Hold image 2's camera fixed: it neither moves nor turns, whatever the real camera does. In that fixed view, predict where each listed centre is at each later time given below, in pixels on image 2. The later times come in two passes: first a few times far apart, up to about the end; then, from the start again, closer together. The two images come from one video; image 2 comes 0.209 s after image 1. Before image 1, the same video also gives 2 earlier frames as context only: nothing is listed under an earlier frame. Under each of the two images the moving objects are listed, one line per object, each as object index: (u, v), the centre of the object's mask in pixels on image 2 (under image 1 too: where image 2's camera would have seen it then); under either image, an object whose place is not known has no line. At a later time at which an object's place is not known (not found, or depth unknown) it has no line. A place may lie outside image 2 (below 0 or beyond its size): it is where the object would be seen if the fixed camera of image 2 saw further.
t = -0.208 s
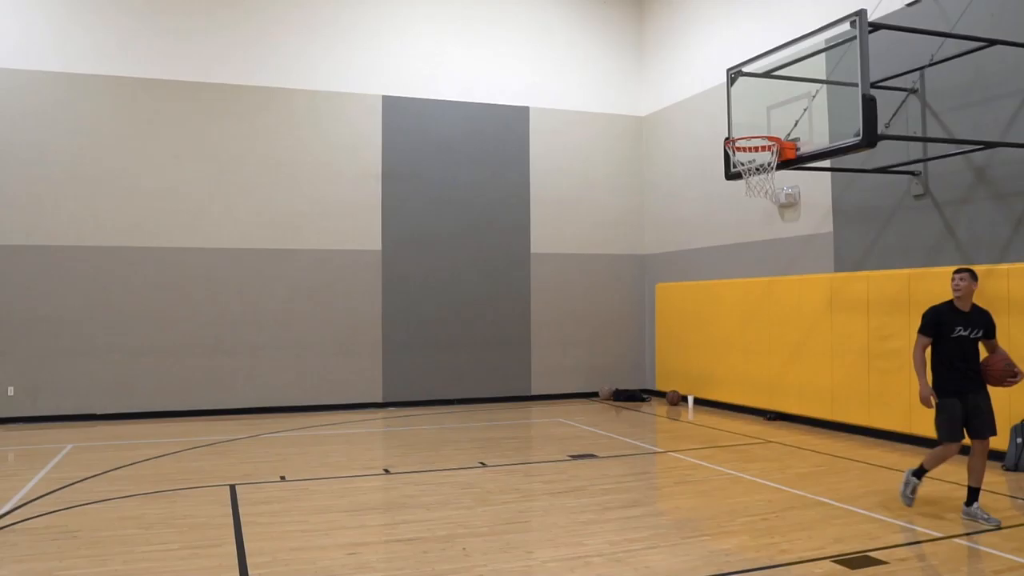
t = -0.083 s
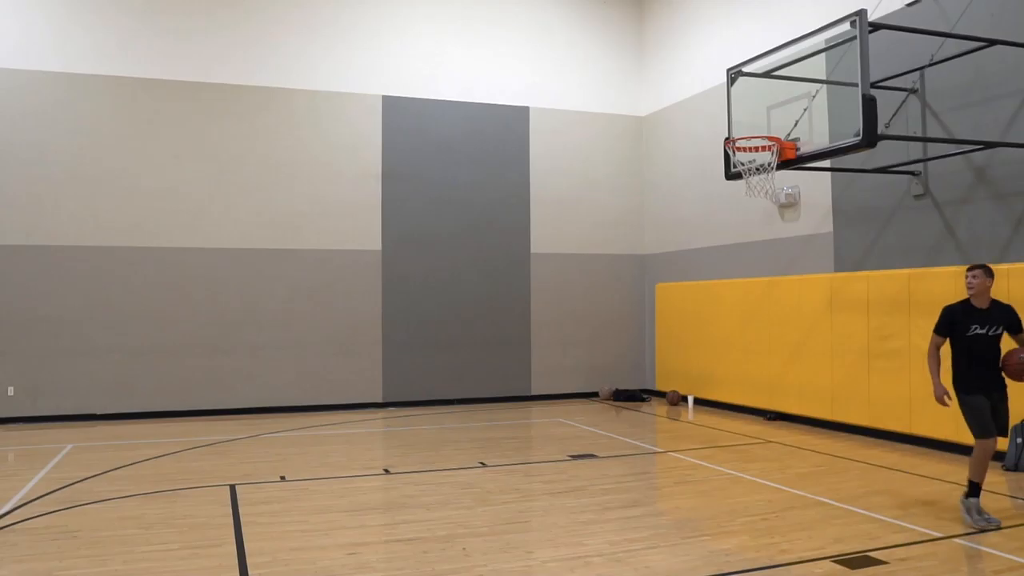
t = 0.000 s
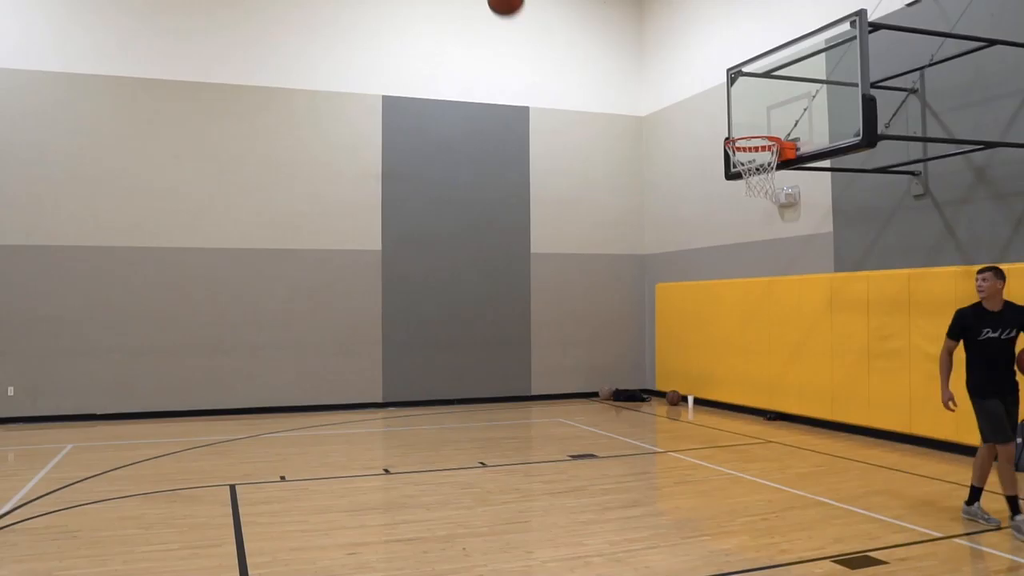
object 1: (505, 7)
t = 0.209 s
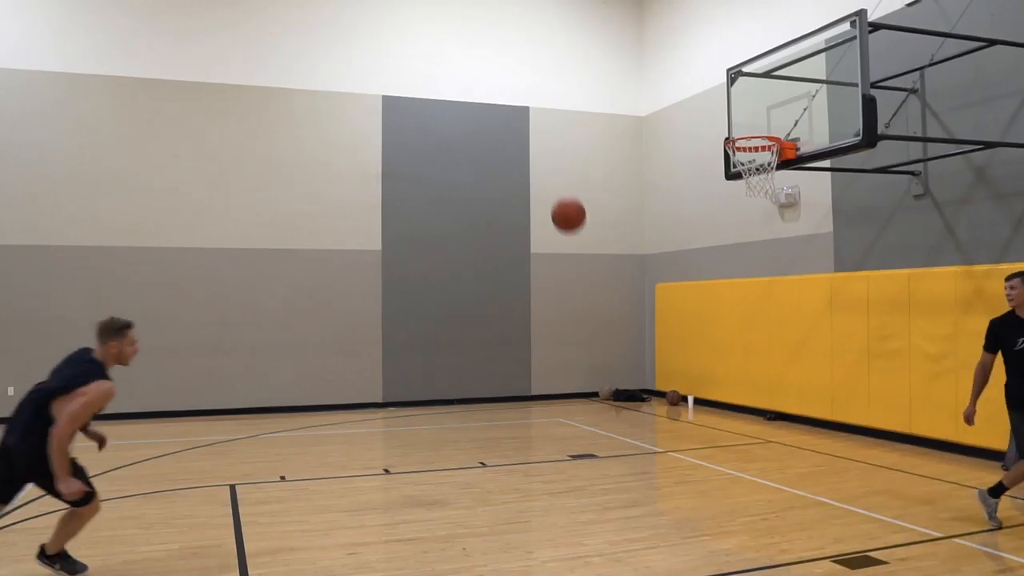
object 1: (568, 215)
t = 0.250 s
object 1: (580, 261)
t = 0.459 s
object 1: (630, 497)
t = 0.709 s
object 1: (643, 316)
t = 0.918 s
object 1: (654, 228)
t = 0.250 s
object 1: (580, 261)
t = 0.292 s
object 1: (591, 308)
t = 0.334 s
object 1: (601, 356)
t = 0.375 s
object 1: (611, 403)
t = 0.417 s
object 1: (621, 451)
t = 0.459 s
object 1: (630, 497)
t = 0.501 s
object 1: (632, 463)
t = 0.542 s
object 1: (635, 428)
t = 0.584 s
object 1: (637, 397)
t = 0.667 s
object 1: (641, 341)
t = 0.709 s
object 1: (643, 316)
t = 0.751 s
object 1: (646, 294)
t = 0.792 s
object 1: (648, 274)
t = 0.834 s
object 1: (650, 257)
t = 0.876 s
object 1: (652, 241)
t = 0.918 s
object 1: (654, 228)
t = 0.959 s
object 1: (656, 218)
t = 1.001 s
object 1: (658, 209)
